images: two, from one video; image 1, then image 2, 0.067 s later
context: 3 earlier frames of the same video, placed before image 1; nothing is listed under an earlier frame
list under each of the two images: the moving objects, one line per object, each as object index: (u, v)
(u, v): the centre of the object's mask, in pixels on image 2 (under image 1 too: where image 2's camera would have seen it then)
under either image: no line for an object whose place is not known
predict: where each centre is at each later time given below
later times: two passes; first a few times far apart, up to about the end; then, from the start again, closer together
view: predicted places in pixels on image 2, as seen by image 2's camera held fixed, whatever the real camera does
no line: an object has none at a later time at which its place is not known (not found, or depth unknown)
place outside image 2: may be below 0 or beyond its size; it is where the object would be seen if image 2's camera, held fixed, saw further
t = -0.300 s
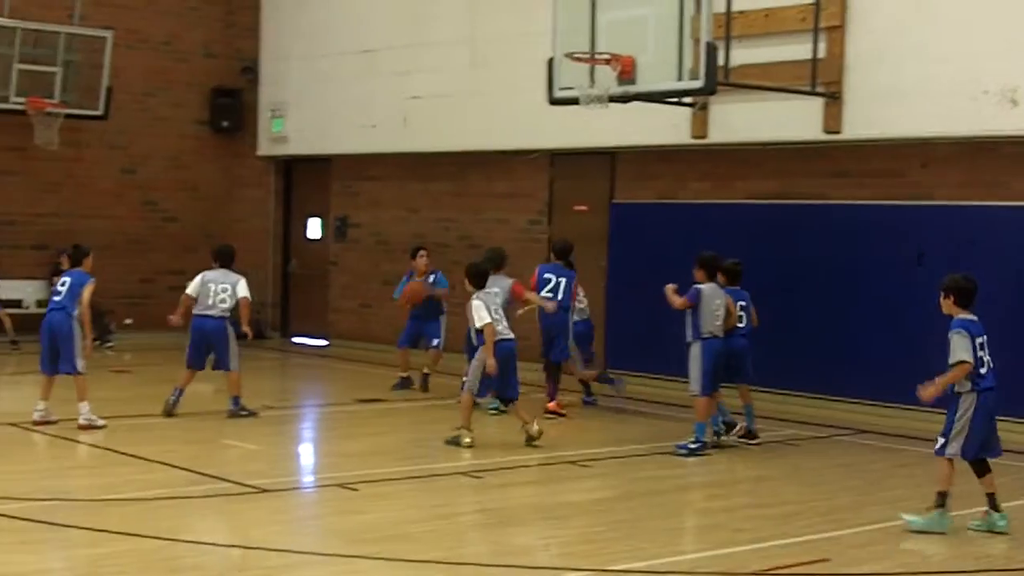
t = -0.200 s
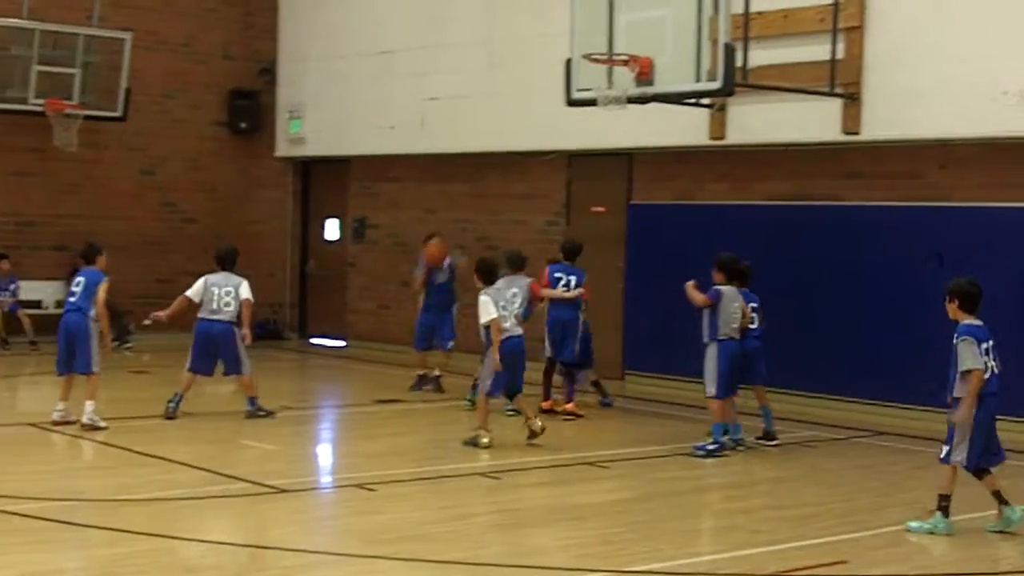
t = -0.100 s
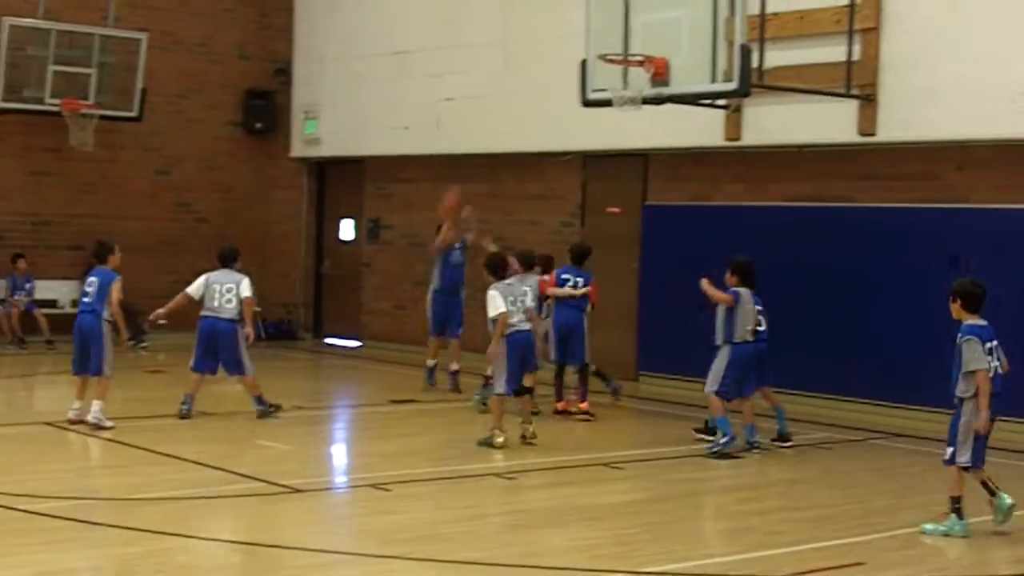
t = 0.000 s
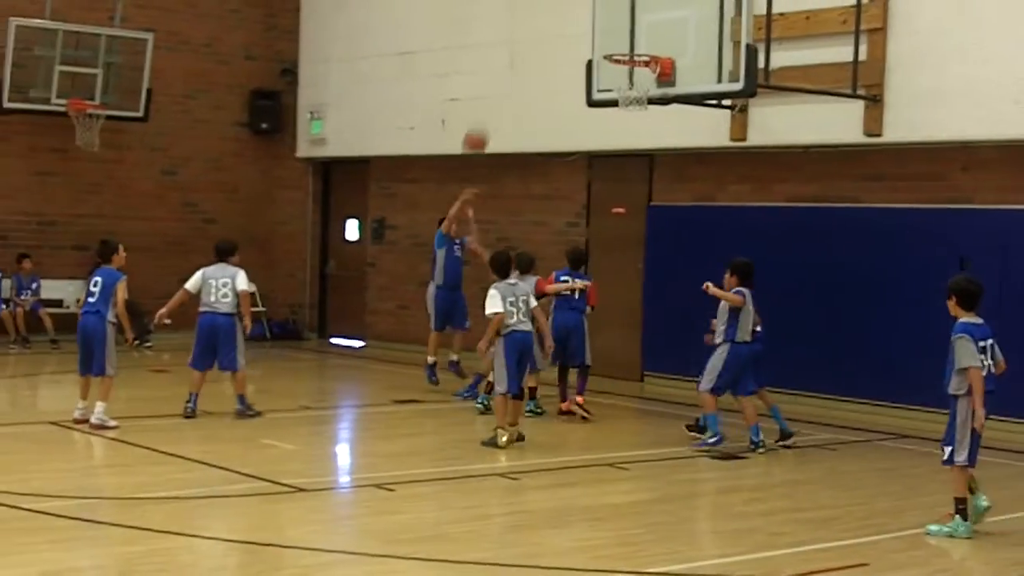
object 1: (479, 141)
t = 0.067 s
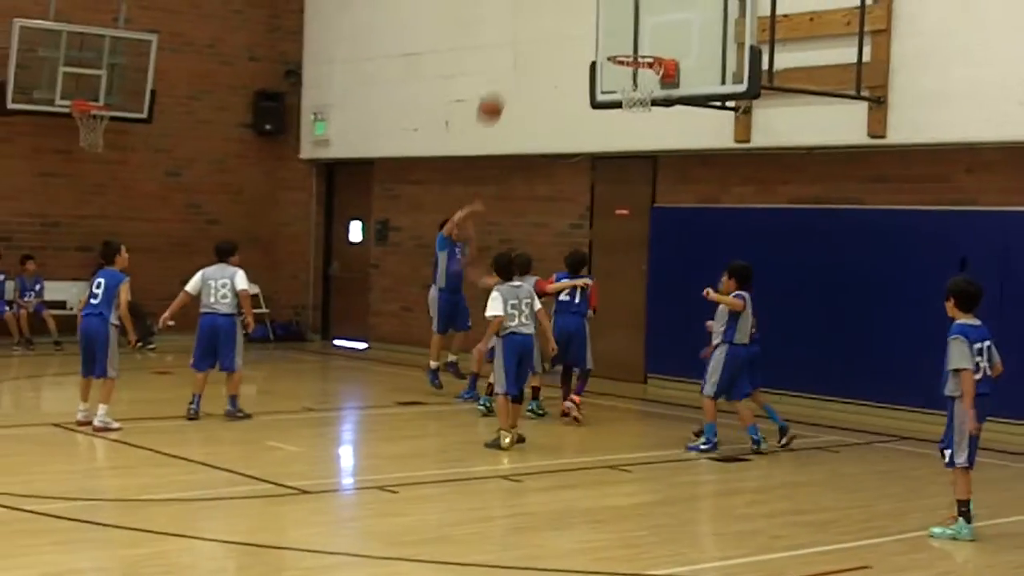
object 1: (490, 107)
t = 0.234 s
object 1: (523, 36)
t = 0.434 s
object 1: (559, -4)
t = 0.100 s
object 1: (497, 91)
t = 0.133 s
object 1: (504, 76)
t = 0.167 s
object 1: (510, 62)
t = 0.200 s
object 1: (517, 48)
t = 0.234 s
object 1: (523, 36)
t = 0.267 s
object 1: (531, 25)
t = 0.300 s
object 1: (536, 16)
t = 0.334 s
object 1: (542, 8)
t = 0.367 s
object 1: (550, 3)
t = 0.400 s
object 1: (554, -1)
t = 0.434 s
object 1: (559, -4)
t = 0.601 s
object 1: (591, -10)
